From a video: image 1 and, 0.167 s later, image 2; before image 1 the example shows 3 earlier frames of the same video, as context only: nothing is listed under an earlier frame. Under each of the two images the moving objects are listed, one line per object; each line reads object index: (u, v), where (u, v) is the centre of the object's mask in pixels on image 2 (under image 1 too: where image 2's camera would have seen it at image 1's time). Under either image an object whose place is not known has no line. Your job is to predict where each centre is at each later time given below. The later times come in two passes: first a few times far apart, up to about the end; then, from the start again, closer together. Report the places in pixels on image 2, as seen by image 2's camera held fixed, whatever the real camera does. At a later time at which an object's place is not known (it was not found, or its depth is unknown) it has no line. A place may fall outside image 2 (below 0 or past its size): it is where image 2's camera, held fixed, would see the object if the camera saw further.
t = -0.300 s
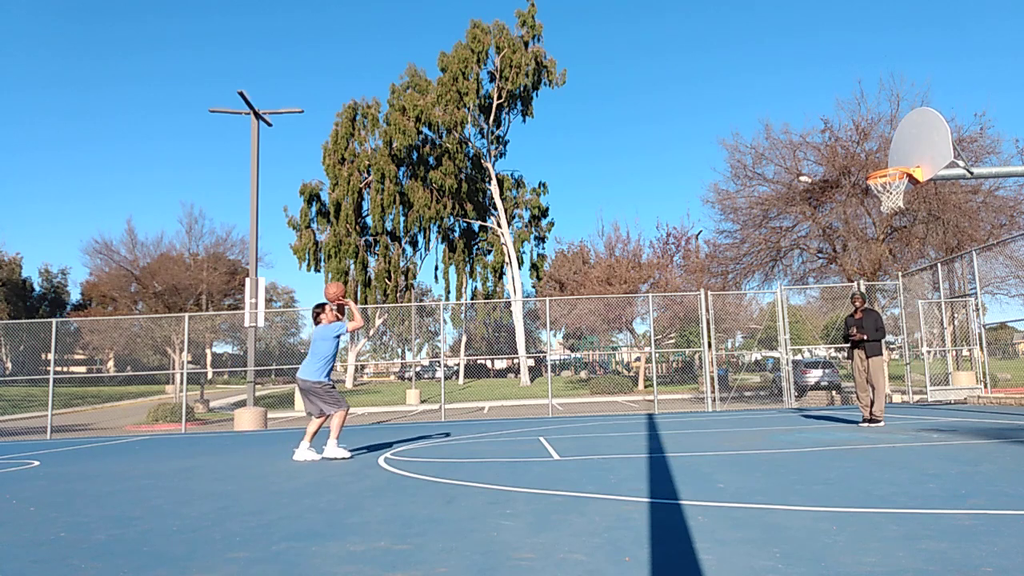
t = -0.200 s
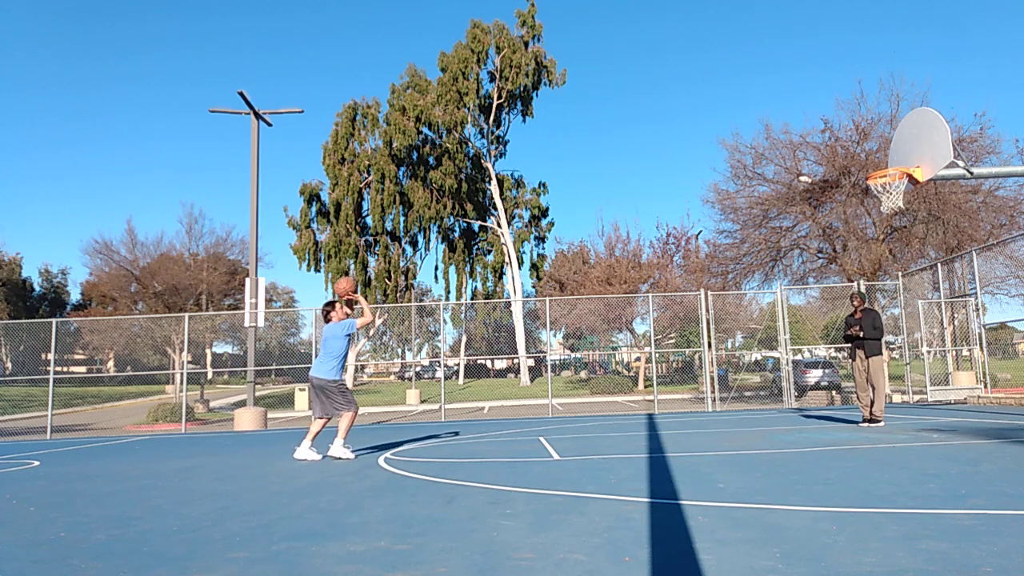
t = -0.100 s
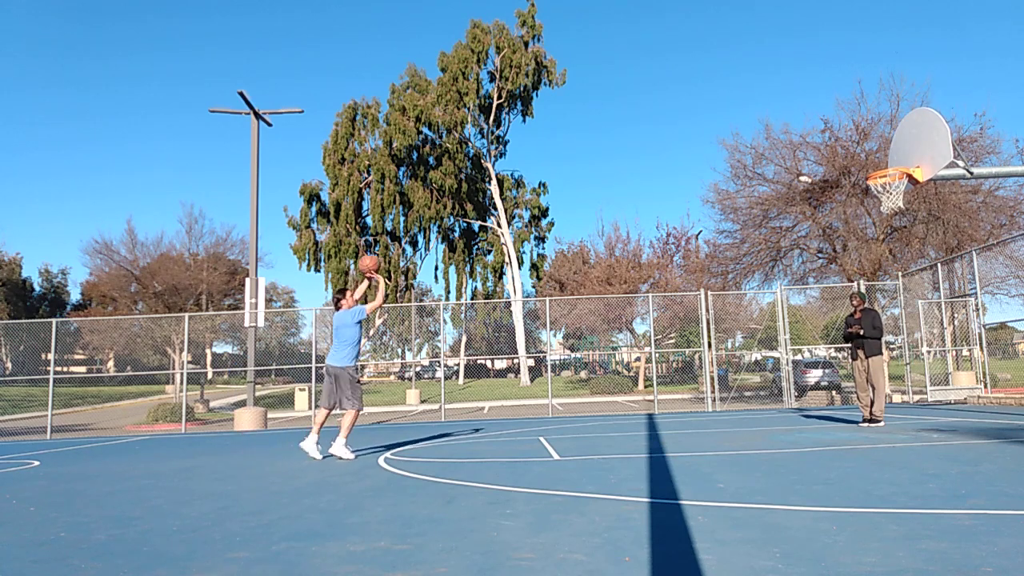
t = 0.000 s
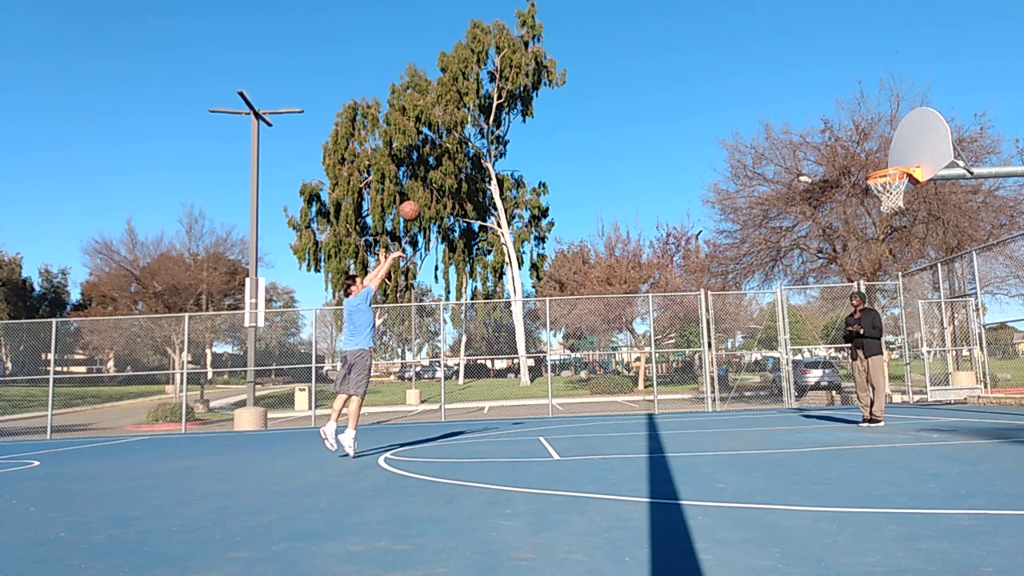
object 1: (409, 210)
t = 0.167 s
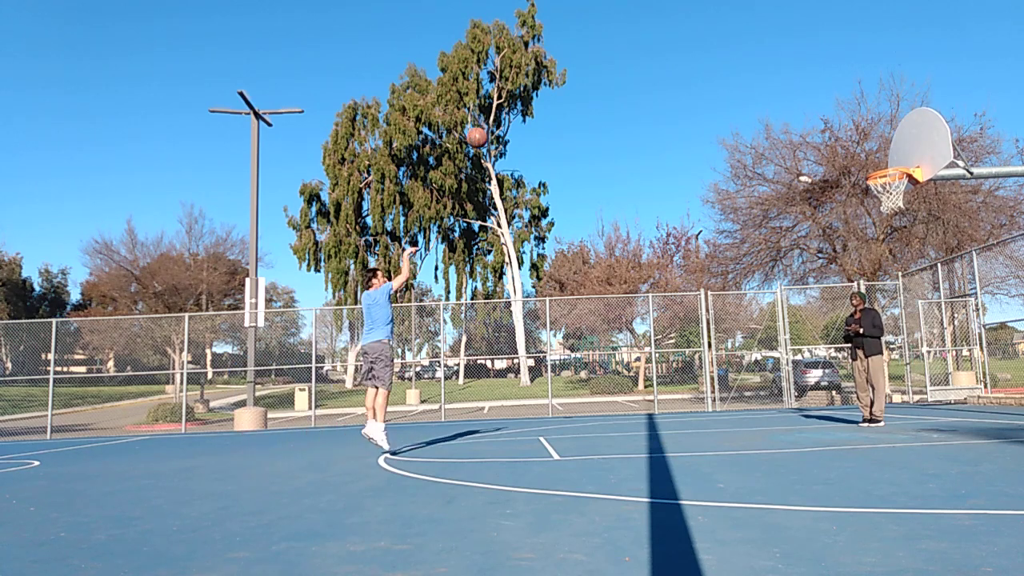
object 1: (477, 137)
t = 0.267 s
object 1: (515, 104)
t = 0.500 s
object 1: (604, 61)
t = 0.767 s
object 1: (705, 65)
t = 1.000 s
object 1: (794, 114)
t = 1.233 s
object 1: (858, 202)
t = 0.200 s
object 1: (489, 126)
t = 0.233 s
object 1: (503, 114)
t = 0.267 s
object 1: (515, 104)
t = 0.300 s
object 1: (528, 96)
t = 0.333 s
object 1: (541, 88)
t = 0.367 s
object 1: (554, 80)
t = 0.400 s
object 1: (567, 75)
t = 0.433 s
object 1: (579, 69)
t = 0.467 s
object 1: (592, 65)
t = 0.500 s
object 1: (604, 61)
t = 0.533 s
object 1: (617, 59)
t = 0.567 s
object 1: (630, 57)
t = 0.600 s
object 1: (642, 56)
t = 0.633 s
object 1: (655, 56)
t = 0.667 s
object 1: (668, 57)
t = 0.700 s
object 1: (680, 59)
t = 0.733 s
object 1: (693, 61)
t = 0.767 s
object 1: (705, 65)
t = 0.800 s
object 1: (718, 69)
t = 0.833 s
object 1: (731, 74)
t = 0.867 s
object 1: (743, 80)
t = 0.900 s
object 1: (756, 87)
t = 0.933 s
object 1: (769, 95)
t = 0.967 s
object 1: (781, 104)
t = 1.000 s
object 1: (794, 114)
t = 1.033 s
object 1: (807, 124)
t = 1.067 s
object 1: (820, 135)
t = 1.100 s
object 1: (833, 148)
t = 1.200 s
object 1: (860, 188)
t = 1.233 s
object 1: (858, 202)
